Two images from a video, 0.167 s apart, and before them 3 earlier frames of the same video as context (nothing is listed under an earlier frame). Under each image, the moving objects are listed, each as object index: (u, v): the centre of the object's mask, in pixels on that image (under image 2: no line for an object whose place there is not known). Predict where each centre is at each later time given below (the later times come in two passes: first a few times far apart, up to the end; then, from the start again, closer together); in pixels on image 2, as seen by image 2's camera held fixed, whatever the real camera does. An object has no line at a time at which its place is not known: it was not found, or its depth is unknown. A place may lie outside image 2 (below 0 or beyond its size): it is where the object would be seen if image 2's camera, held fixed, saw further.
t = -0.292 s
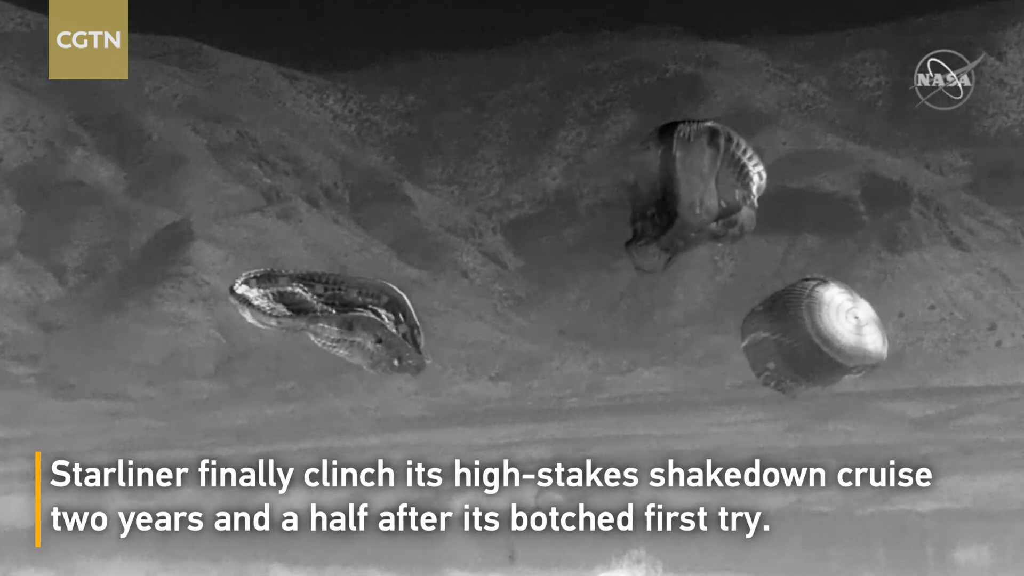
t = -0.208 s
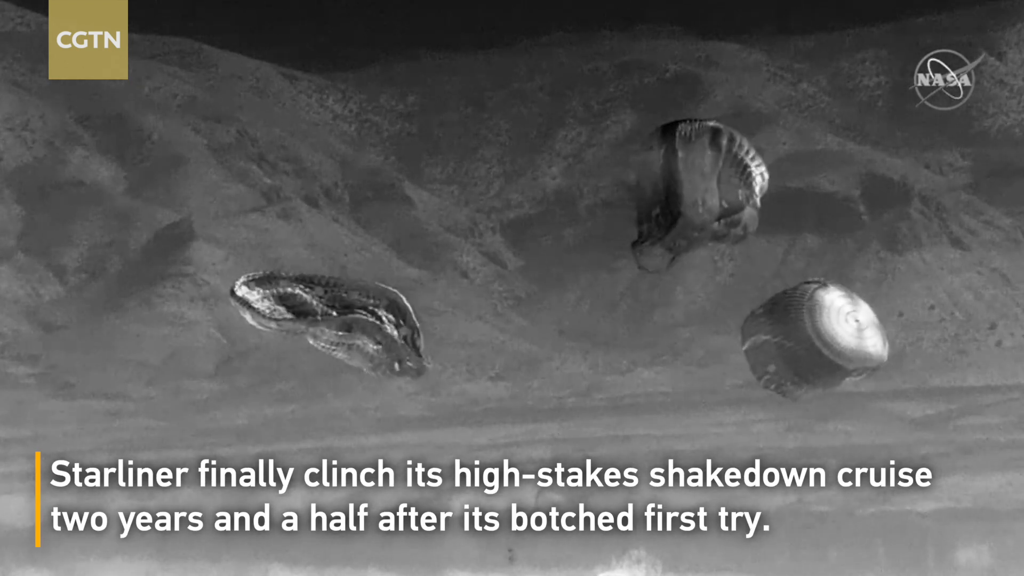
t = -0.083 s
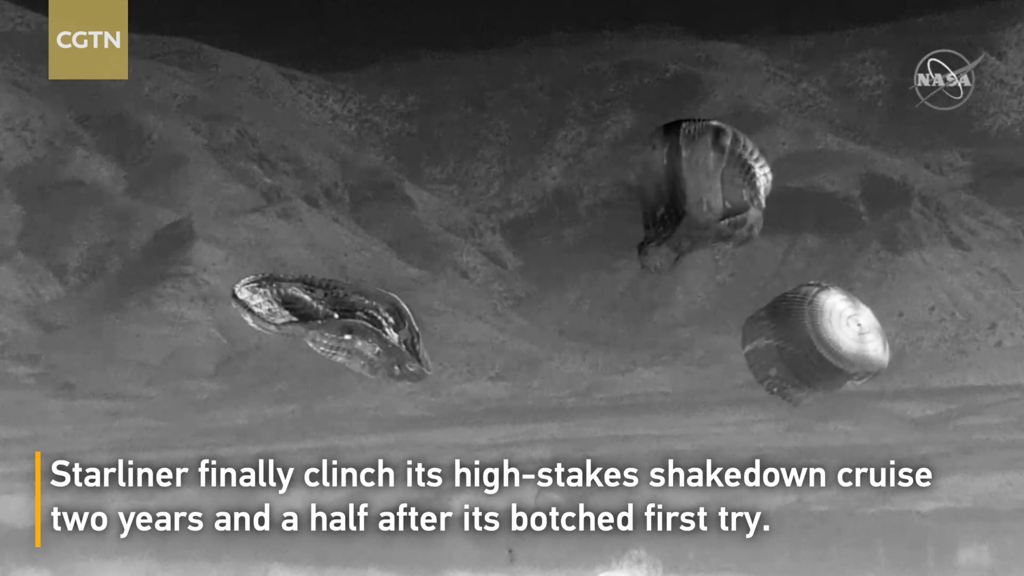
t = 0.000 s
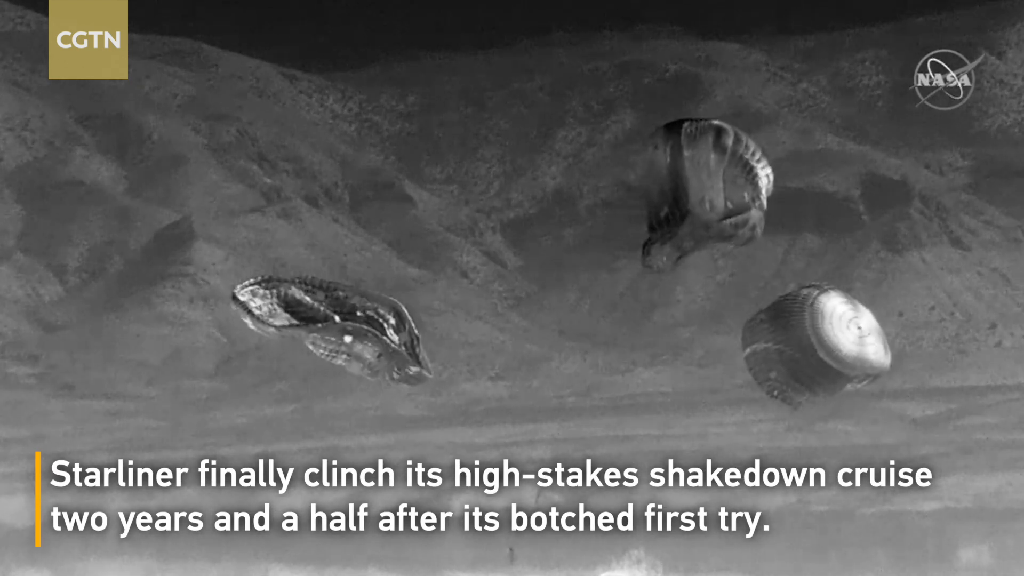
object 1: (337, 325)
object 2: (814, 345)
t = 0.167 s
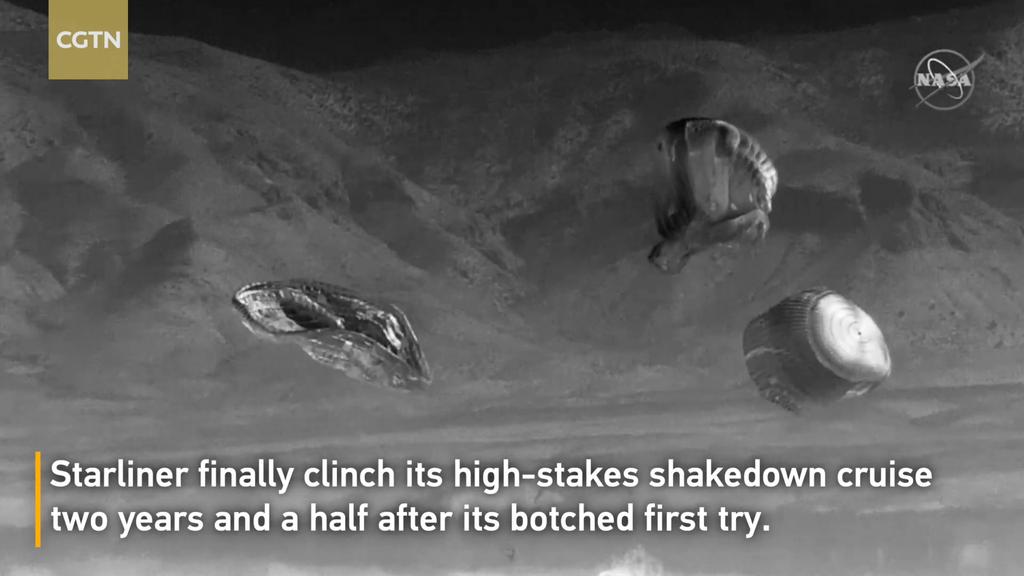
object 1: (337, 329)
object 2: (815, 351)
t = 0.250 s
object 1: (340, 332)
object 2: (818, 353)
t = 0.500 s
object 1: (340, 331)
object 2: (821, 352)
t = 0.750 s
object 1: (340, 339)
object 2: (816, 361)
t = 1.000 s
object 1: (341, 343)
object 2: (816, 366)
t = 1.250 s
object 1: (343, 353)
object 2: (817, 376)
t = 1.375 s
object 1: (342, 354)
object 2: (816, 378)
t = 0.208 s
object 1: (340, 333)
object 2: (818, 354)
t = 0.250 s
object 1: (340, 332)
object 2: (818, 353)
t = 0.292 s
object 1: (341, 331)
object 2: (820, 353)
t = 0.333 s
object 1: (341, 329)
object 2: (821, 351)
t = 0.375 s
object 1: (339, 330)
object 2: (818, 352)
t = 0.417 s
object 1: (339, 330)
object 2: (818, 352)
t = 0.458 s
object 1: (340, 330)
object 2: (820, 351)
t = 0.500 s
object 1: (340, 331)
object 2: (821, 352)
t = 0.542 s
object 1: (338, 336)
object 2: (817, 357)
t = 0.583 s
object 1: (338, 336)
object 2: (817, 358)
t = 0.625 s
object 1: (341, 334)
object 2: (818, 356)
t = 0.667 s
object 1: (341, 335)
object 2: (818, 357)
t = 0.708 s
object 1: (340, 339)
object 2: (816, 362)
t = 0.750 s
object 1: (340, 339)
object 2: (816, 361)
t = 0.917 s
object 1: (341, 341)
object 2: (818, 362)
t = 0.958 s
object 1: (341, 343)
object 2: (817, 365)
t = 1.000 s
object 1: (341, 343)
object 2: (816, 366)
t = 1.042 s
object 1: (342, 345)
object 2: (817, 368)
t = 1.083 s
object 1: (343, 346)
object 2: (817, 368)
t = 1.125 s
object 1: (343, 348)
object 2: (817, 370)
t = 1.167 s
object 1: (343, 351)
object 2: (816, 374)
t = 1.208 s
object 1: (343, 351)
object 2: (818, 375)
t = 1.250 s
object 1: (343, 353)
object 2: (817, 376)
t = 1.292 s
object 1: (342, 352)
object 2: (816, 376)
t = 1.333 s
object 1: (342, 352)
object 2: (815, 377)
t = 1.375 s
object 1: (342, 354)
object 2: (816, 378)
